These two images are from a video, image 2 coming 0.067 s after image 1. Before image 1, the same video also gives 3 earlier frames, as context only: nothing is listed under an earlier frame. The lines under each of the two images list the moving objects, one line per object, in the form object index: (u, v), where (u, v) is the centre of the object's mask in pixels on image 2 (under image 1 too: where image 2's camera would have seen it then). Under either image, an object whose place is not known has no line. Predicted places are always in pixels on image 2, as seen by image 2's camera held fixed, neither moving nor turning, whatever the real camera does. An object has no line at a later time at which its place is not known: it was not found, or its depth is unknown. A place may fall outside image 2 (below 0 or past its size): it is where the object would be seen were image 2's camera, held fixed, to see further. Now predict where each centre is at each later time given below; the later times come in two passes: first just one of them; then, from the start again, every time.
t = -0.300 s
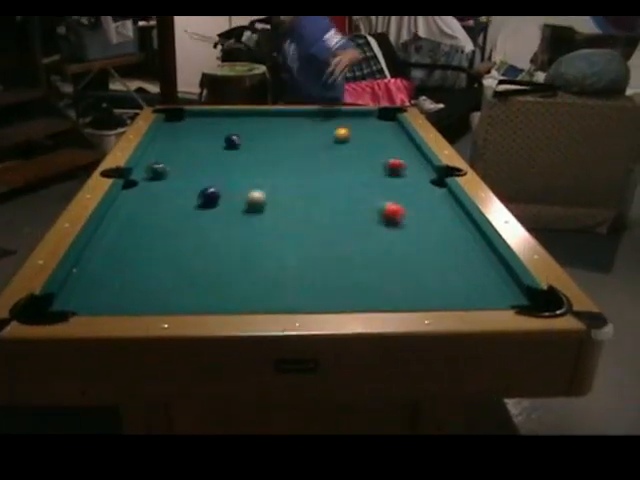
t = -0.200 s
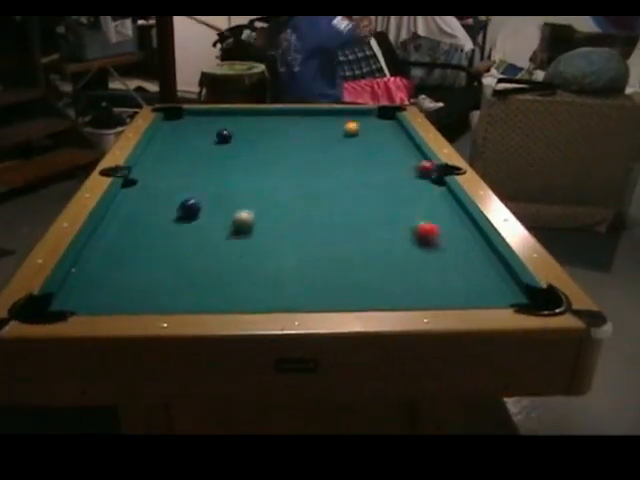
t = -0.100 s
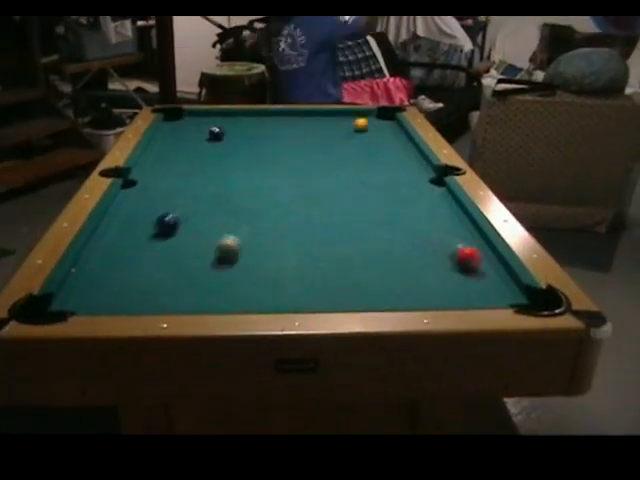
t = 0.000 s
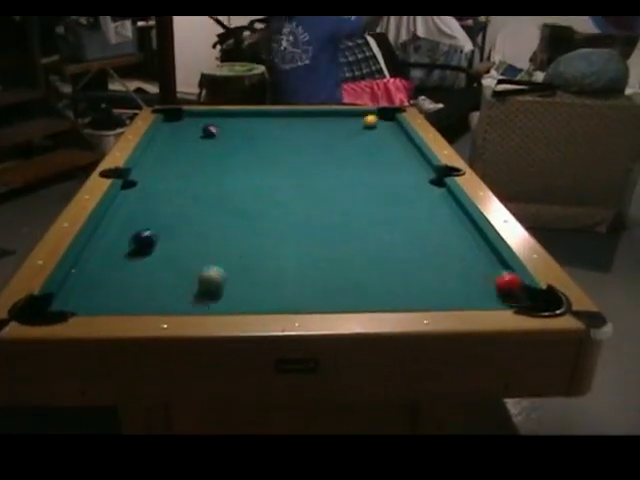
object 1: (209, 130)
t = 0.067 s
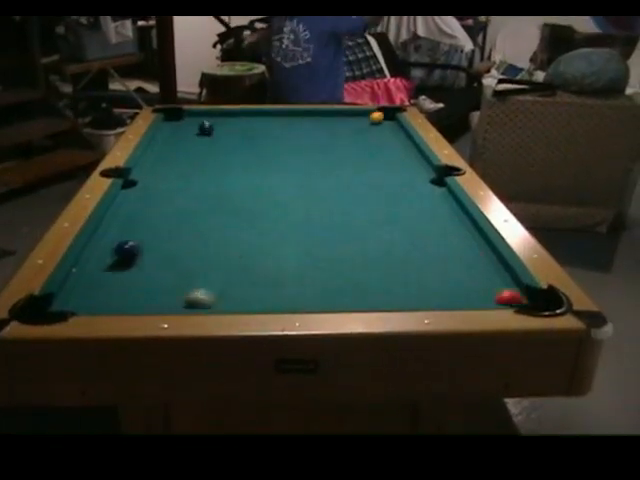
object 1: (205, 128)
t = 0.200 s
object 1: (198, 124)
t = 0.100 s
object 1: (203, 127)
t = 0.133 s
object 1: (201, 126)
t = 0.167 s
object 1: (199, 126)
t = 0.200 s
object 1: (198, 124)
